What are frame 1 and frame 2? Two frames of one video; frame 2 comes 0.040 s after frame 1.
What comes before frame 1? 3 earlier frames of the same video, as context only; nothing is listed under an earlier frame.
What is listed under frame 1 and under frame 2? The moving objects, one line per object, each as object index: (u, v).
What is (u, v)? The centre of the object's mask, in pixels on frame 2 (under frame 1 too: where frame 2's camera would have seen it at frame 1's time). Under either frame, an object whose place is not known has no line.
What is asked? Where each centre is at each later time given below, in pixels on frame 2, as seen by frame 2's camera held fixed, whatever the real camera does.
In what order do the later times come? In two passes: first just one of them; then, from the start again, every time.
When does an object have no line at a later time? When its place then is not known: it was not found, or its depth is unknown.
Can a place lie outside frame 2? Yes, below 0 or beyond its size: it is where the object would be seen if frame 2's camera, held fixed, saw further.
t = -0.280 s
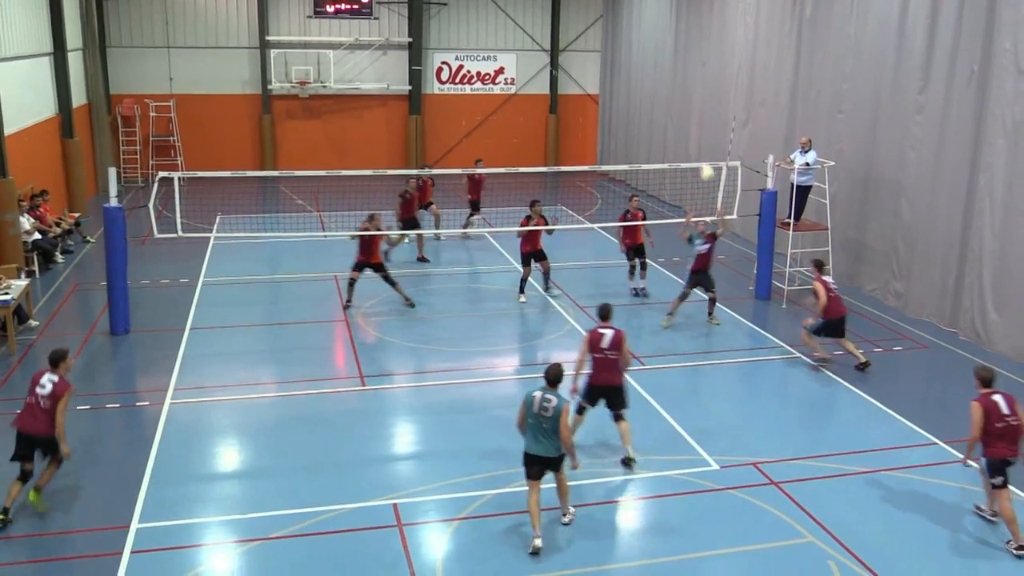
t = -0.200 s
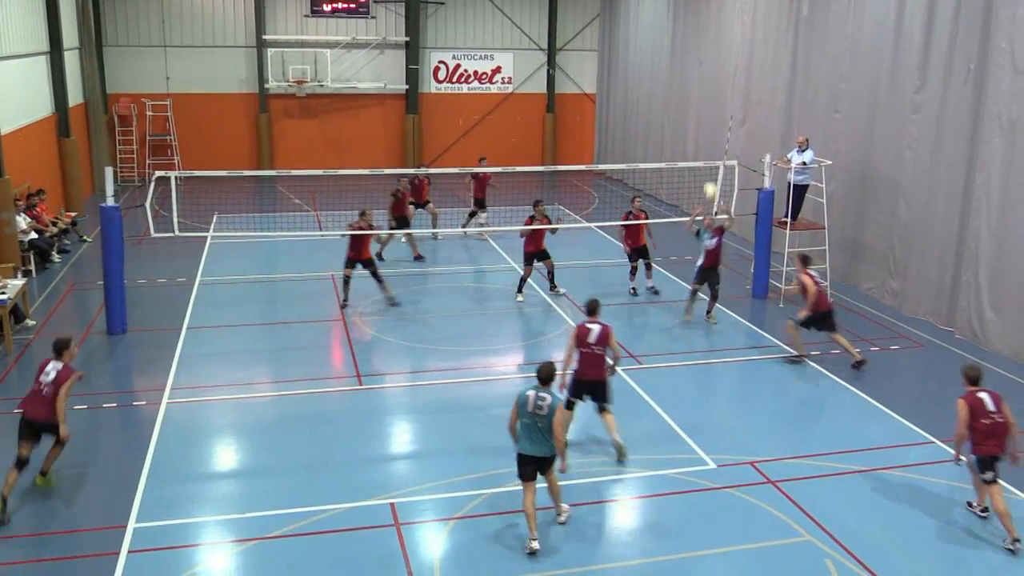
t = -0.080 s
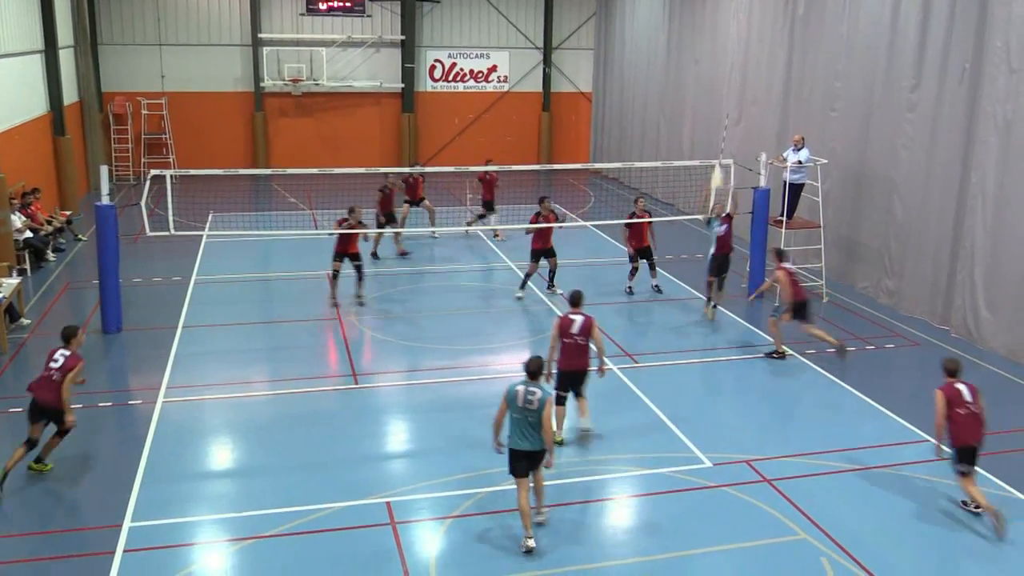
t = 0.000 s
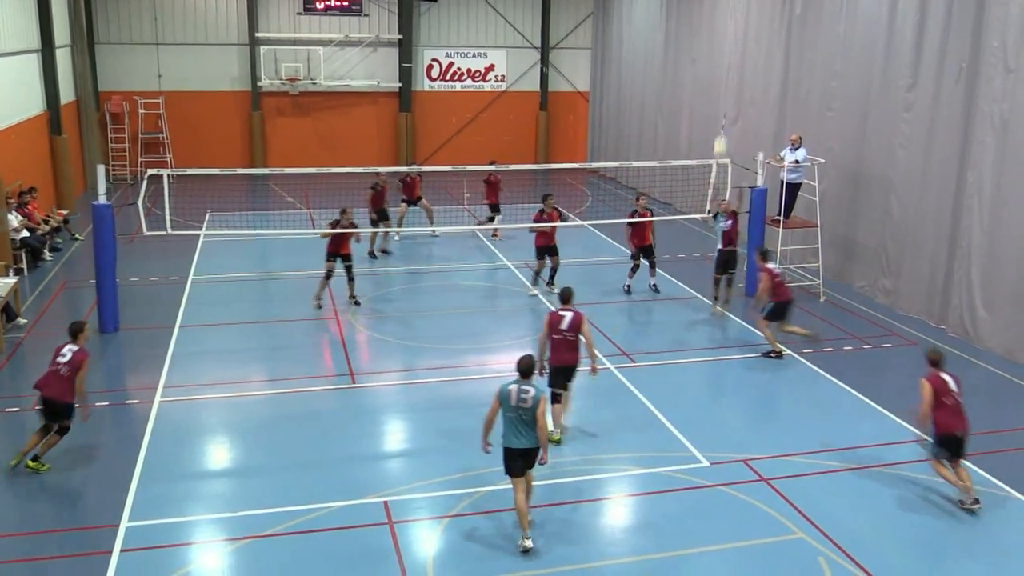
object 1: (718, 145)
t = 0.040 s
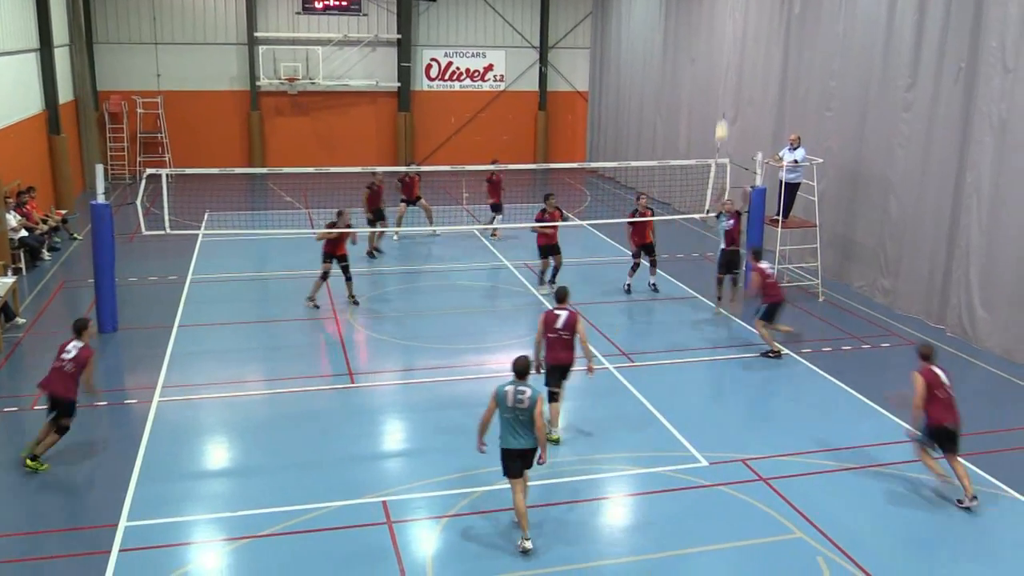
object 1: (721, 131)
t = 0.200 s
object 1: (733, 81)
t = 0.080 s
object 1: (724, 117)
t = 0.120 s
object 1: (727, 104)
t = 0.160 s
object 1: (730, 92)
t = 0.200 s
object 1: (733, 81)
